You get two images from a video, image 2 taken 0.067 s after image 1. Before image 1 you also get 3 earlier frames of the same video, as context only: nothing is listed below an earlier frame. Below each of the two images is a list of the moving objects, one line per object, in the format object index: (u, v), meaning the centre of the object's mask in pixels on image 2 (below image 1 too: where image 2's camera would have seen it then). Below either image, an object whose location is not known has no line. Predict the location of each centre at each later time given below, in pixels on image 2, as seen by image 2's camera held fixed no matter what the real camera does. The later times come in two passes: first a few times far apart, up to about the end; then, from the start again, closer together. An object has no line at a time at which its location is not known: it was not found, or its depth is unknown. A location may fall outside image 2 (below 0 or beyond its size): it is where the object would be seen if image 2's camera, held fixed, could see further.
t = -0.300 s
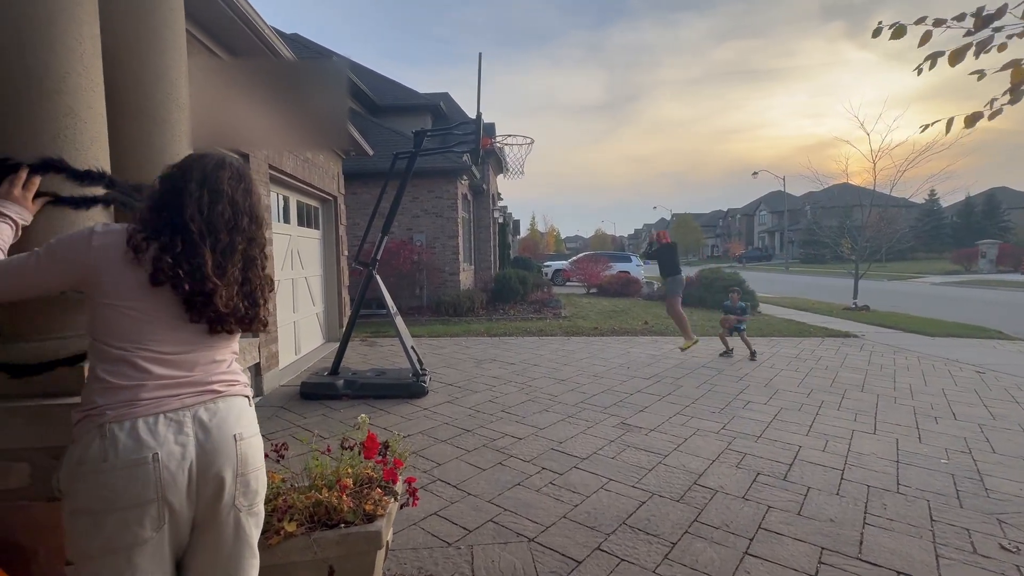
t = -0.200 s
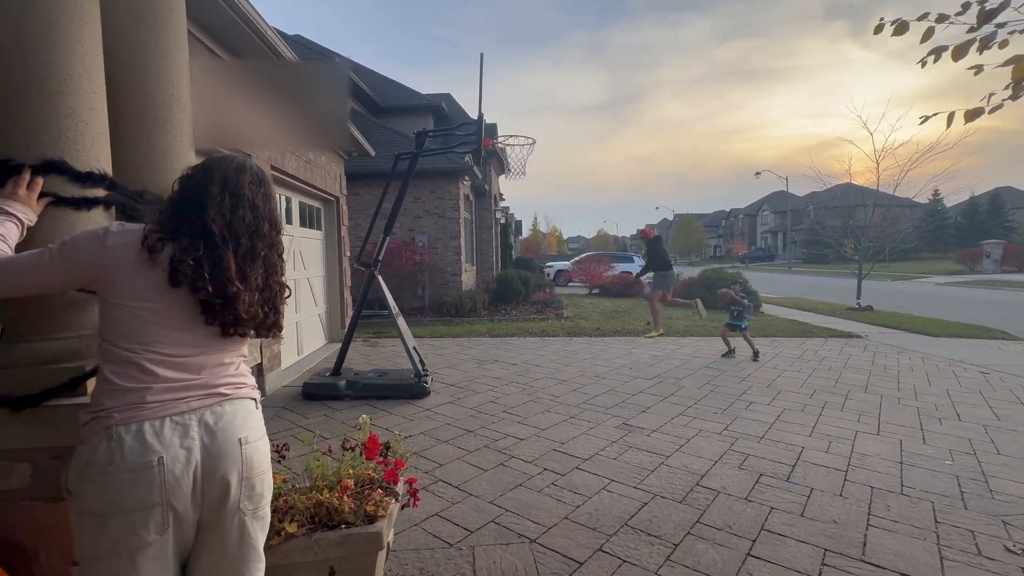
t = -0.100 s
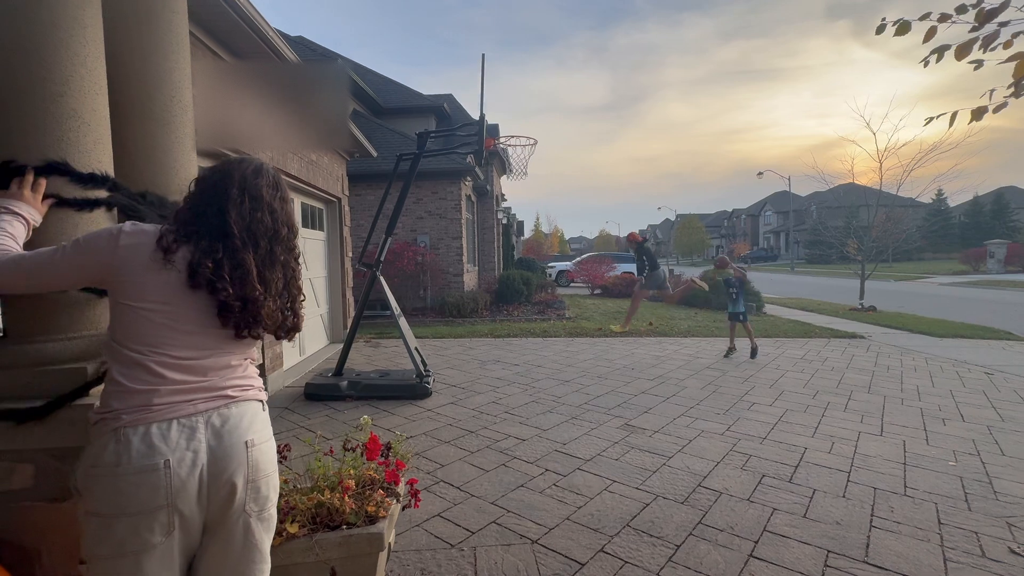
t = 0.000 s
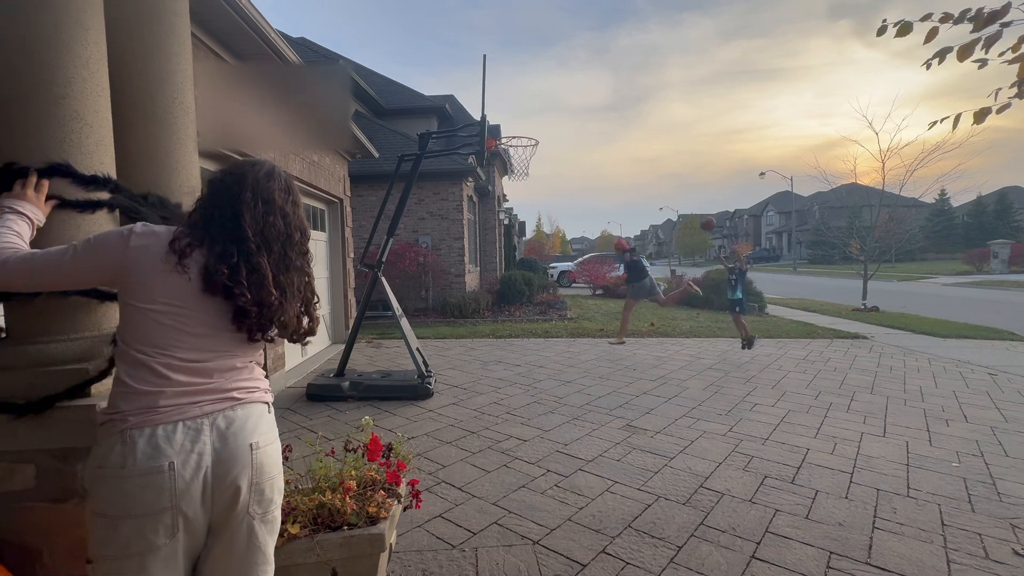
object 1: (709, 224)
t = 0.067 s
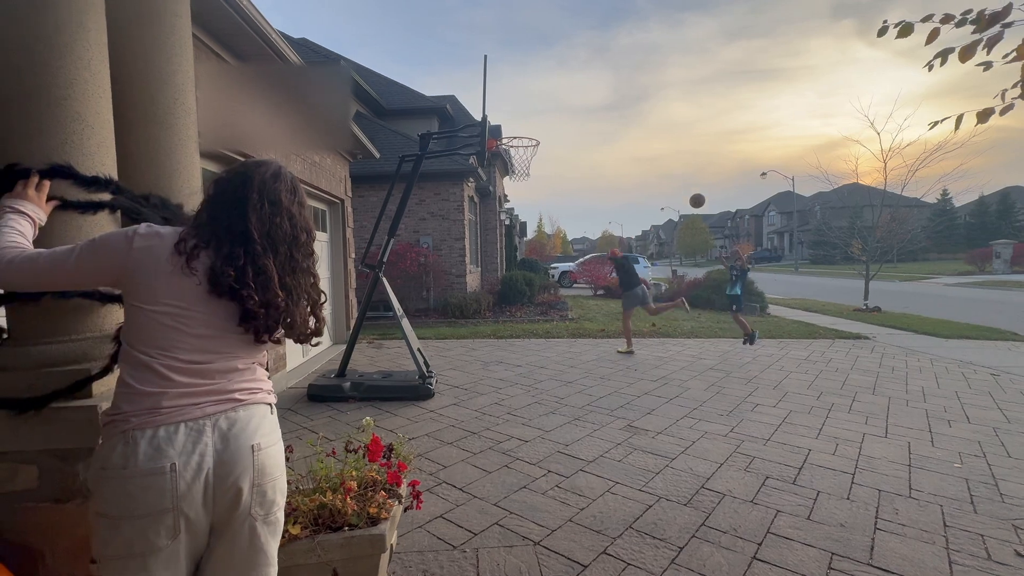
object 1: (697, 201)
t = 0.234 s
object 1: (667, 151)
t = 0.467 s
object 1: (620, 111)
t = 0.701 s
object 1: (567, 112)
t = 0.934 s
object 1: (520, 137)
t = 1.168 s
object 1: (513, 163)
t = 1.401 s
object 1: (523, 209)
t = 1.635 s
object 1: (533, 297)
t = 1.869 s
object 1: (542, 345)
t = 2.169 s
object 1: (565, 261)
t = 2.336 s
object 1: (576, 245)
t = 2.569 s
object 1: (594, 261)
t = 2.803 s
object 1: (611, 319)
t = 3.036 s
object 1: (628, 341)
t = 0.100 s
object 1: (691, 190)
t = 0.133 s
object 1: (686, 179)
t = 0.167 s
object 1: (679, 169)
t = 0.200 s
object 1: (673, 160)
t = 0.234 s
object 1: (667, 151)
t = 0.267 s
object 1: (661, 144)
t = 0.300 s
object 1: (654, 136)
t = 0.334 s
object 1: (648, 130)
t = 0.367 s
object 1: (641, 124)
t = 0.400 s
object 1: (634, 119)
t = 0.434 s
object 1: (627, 115)
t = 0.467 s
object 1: (620, 111)
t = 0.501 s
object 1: (613, 109)
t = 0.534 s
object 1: (605, 107)
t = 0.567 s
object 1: (598, 106)
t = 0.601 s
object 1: (591, 106)
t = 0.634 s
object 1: (583, 107)
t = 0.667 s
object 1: (575, 109)
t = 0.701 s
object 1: (567, 112)
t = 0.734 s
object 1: (559, 116)
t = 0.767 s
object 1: (551, 121)
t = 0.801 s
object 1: (543, 127)
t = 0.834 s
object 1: (534, 134)
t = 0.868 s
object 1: (529, 135)
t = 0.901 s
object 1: (525, 136)
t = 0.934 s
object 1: (520, 137)
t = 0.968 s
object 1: (515, 140)
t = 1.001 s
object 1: (510, 144)
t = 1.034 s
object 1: (508, 147)
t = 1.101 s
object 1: (511, 155)
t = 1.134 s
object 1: (511, 159)
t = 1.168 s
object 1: (513, 163)
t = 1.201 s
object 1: (515, 167)
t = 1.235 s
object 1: (516, 172)
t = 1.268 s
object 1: (517, 178)
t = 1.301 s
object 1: (518, 184)
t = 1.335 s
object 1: (519, 191)
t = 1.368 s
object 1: (521, 200)
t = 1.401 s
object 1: (523, 209)
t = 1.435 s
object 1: (524, 220)
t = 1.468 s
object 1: (526, 231)
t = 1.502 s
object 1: (527, 243)
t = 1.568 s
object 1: (530, 268)
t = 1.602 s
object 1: (533, 282)
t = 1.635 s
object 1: (533, 297)
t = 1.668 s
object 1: (533, 313)
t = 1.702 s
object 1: (535, 330)
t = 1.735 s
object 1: (535, 347)
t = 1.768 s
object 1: (536, 366)
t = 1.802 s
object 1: (537, 374)
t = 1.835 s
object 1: (539, 359)
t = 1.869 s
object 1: (542, 345)
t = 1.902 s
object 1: (545, 332)
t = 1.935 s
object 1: (548, 320)
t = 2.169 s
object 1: (565, 261)
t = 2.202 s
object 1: (567, 256)
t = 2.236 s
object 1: (570, 251)
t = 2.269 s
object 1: (572, 248)
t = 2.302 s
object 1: (574, 246)
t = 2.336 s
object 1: (576, 245)
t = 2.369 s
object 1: (579, 245)
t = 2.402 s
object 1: (581, 245)
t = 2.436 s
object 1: (584, 246)
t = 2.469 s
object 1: (586, 249)
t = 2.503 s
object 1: (589, 252)
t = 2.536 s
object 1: (591, 256)
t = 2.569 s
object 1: (594, 261)
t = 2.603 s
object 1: (596, 267)
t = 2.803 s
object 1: (611, 319)
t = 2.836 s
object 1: (613, 330)
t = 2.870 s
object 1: (615, 343)
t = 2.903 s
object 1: (618, 357)
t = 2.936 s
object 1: (619, 371)
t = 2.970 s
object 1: (623, 362)
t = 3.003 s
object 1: (626, 351)
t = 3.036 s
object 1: (628, 341)
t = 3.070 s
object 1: (626, 332)
